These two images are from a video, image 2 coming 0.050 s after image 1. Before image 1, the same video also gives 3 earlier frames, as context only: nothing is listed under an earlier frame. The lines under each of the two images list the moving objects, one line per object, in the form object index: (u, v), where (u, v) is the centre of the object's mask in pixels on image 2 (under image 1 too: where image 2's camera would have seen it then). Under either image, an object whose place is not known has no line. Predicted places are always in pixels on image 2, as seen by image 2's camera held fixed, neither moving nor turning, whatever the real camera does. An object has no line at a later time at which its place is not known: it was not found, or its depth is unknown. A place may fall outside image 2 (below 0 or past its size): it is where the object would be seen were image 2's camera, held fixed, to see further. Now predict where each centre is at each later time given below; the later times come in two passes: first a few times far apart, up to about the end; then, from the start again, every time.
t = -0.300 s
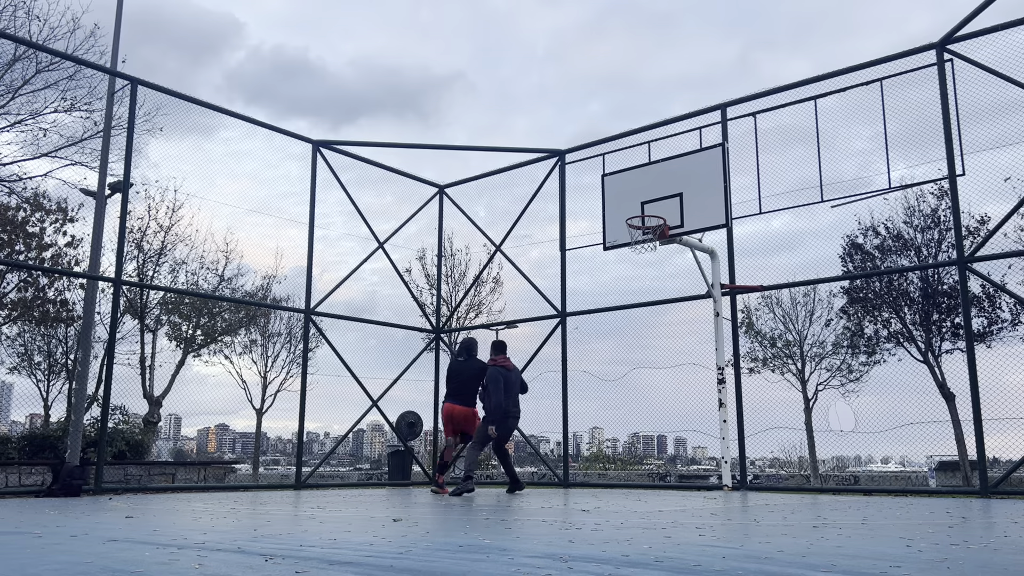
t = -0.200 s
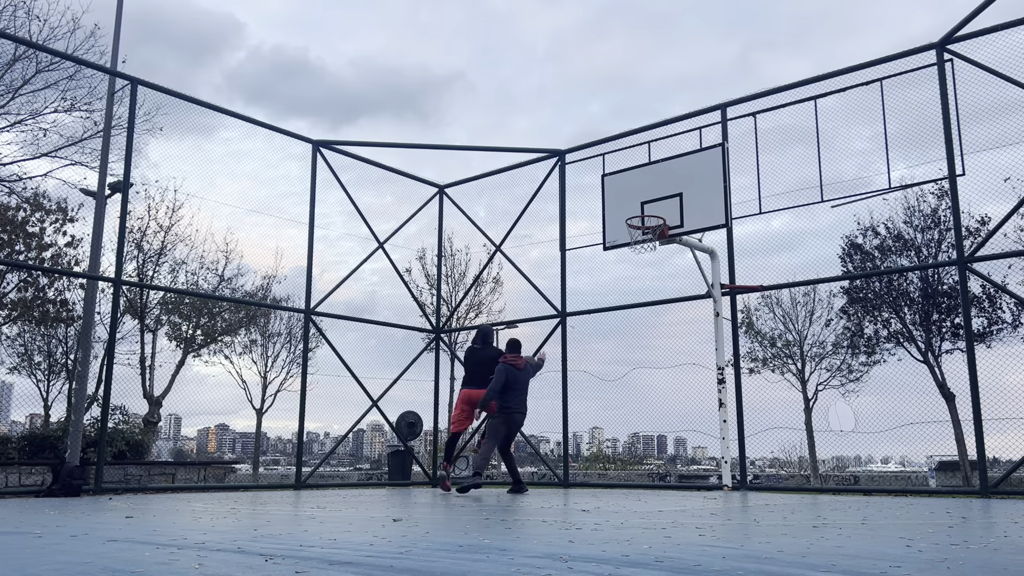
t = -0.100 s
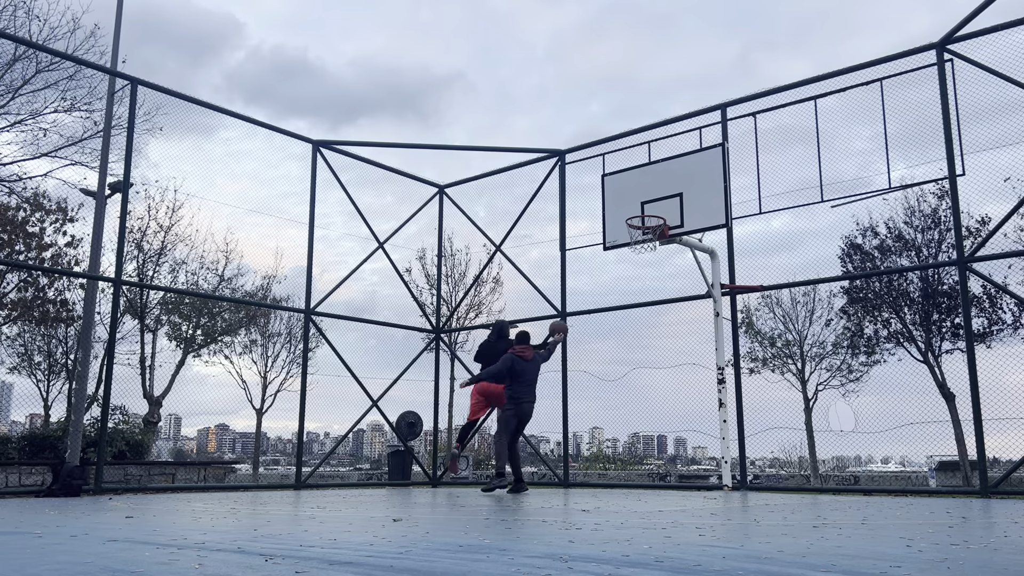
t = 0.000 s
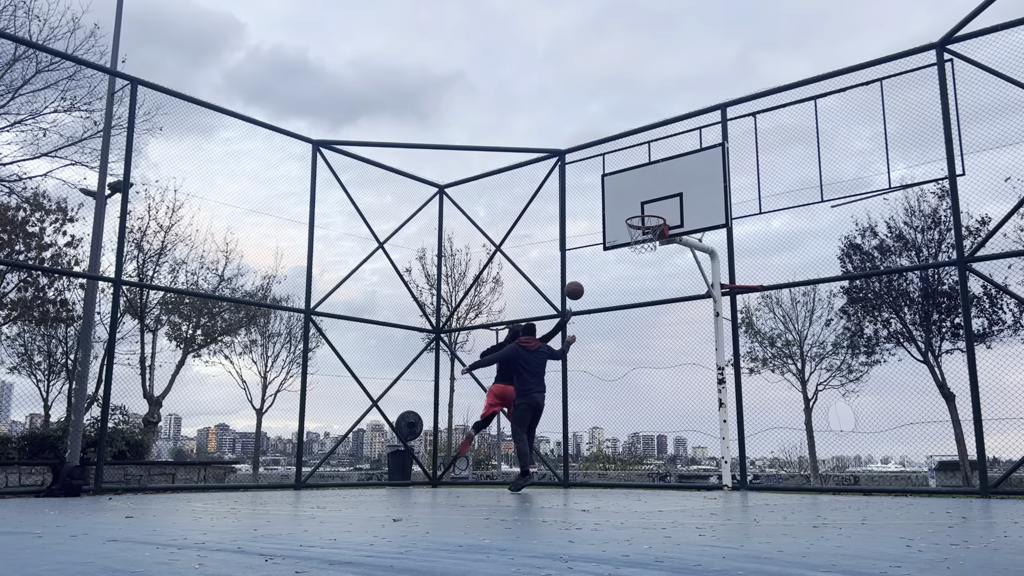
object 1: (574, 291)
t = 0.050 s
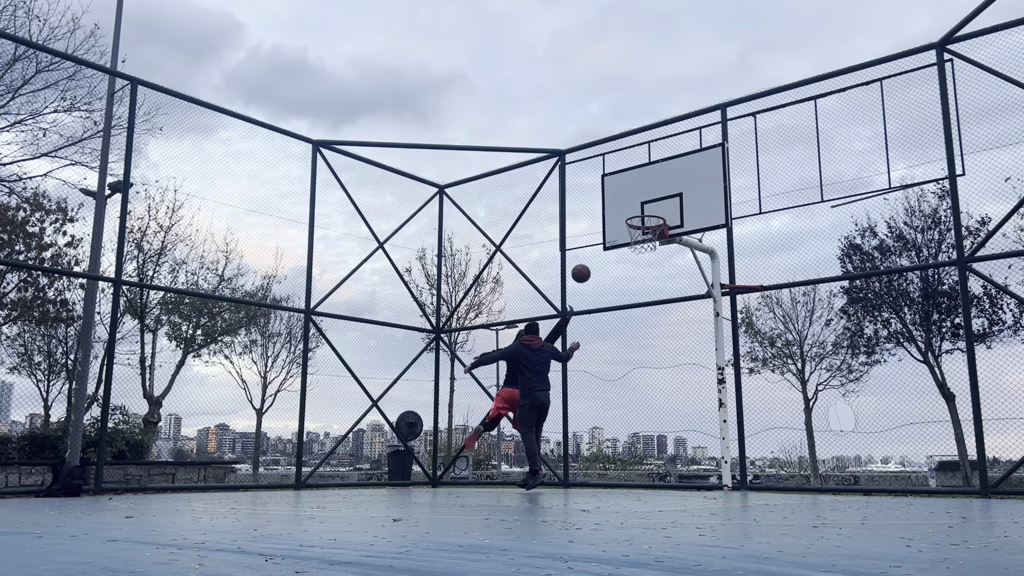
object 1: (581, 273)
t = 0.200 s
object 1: (601, 234)
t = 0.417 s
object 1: (629, 208)
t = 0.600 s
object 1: (647, 207)
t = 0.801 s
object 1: (652, 227)
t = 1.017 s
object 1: (655, 273)
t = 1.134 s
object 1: (656, 312)
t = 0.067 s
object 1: (583, 268)
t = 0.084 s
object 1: (585, 263)
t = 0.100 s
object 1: (587, 258)
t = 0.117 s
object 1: (590, 254)
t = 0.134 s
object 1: (592, 249)
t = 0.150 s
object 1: (594, 245)
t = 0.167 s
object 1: (596, 241)
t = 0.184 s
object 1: (598, 237)
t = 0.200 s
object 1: (601, 234)
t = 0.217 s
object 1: (603, 231)
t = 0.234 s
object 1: (605, 228)
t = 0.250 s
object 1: (607, 225)
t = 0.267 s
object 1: (609, 222)
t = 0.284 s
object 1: (611, 220)
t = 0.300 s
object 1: (614, 218)
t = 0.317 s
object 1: (616, 216)
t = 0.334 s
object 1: (618, 214)
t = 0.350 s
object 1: (620, 212)
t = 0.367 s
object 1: (622, 211)
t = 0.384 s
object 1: (624, 210)
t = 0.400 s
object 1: (627, 209)
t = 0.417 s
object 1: (629, 208)
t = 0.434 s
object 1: (631, 208)
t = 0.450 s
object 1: (634, 207)
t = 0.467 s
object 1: (636, 207)
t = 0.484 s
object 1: (638, 207)
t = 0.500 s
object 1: (640, 207)
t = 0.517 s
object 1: (642, 207)
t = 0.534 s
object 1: (644, 208)
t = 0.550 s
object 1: (646, 208)
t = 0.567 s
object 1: (646, 207)
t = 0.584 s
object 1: (647, 207)
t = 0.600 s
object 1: (647, 207)
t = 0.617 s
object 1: (647, 208)
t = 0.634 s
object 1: (648, 208)
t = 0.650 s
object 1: (648, 208)
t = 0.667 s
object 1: (649, 211)
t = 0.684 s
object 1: (649, 212)
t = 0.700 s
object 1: (649, 214)
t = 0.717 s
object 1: (650, 216)
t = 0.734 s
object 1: (650, 218)
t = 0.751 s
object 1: (651, 221)
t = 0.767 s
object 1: (651, 223)
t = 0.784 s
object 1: (652, 226)
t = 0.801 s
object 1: (652, 227)
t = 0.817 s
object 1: (654, 231)
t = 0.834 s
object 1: (653, 233)
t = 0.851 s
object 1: (653, 235)
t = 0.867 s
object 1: (653, 238)
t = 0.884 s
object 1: (654, 241)
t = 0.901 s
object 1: (654, 245)
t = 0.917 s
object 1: (654, 247)
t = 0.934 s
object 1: (654, 249)
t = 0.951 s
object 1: (654, 253)
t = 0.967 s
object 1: (654, 260)
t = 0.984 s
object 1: (655, 264)
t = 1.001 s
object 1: (655, 269)
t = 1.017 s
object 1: (655, 273)
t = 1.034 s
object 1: (655, 278)
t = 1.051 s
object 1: (655, 283)
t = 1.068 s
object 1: (655, 289)
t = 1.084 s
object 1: (655, 294)
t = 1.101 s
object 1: (655, 300)
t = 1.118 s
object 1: (656, 306)
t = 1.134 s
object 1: (656, 312)
